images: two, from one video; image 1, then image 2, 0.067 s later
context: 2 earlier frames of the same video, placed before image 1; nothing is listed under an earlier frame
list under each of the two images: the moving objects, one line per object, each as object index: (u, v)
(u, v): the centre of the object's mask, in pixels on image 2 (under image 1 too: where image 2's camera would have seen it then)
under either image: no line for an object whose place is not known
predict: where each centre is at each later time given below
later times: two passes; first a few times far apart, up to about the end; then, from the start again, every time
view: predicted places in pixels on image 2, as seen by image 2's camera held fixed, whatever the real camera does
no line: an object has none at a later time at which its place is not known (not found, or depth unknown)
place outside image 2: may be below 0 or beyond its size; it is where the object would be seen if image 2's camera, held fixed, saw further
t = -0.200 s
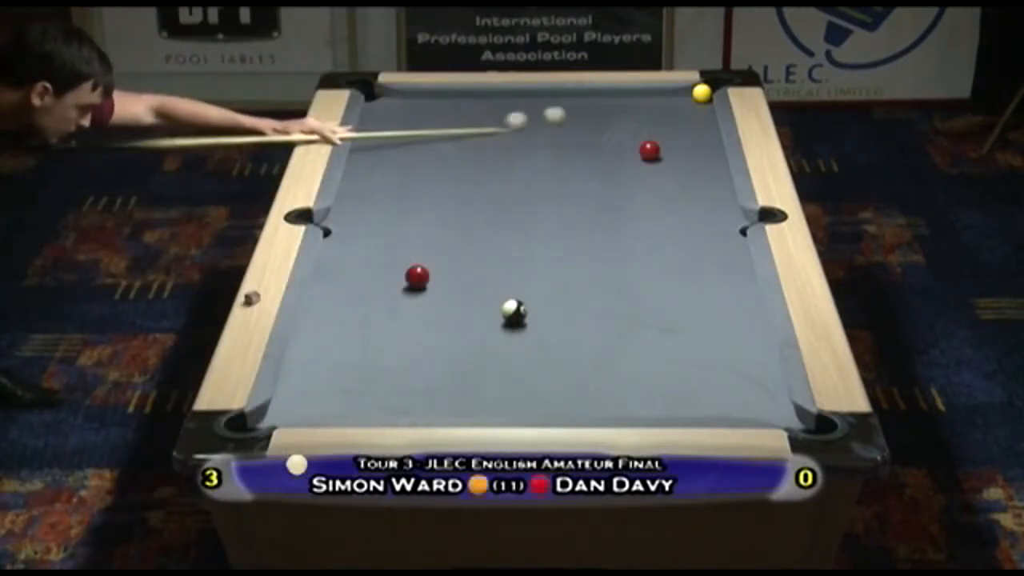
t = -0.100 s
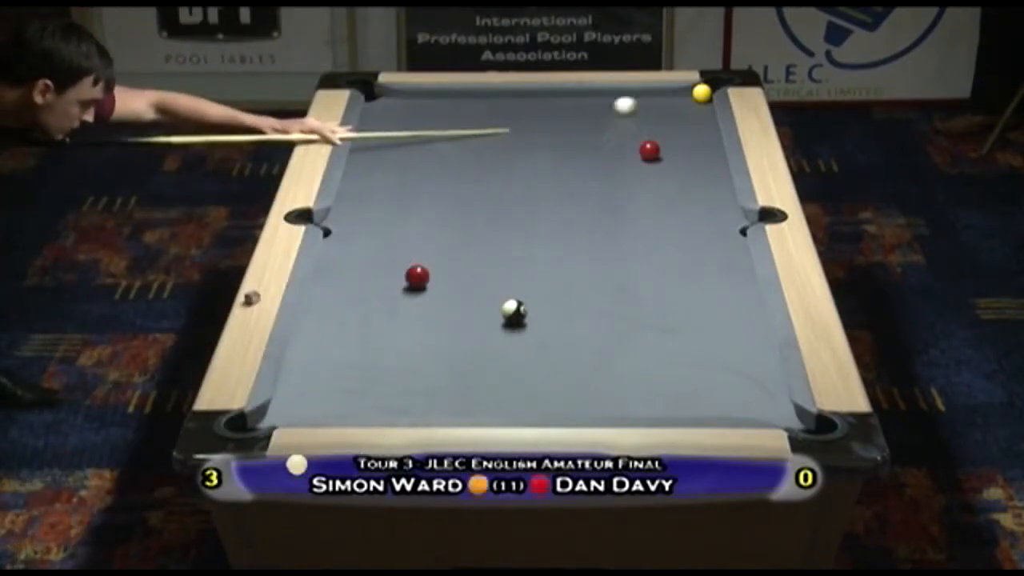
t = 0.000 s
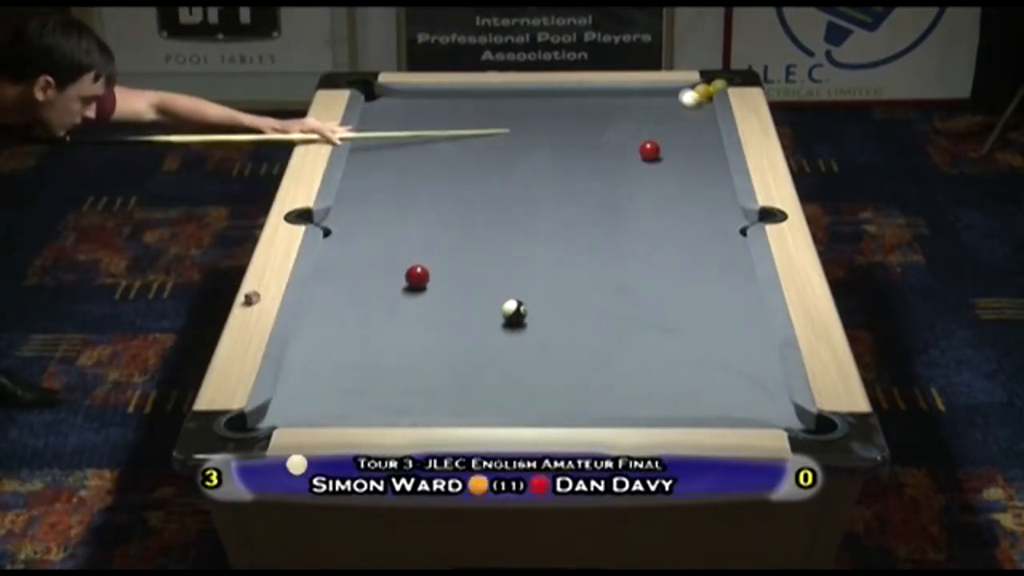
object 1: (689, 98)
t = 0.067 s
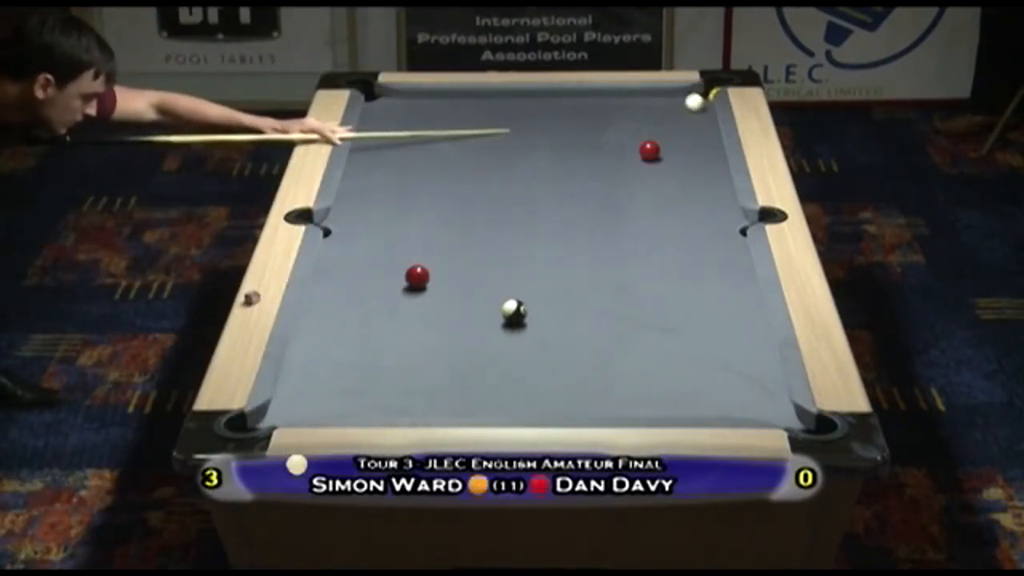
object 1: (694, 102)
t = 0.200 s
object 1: (703, 110)
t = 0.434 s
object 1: (704, 124)
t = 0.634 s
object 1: (702, 136)
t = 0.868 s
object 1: (699, 149)
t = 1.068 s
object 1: (696, 161)
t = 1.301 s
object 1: (693, 175)
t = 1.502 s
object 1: (690, 185)
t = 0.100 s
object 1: (696, 105)
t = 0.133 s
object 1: (699, 106)
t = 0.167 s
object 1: (700, 108)
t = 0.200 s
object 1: (703, 110)
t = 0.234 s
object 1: (705, 112)
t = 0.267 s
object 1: (706, 114)
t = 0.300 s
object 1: (706, 116)
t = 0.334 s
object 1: (705, 118)
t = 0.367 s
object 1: (705, 120)
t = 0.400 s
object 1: (705, 122)
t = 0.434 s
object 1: (704, 124)
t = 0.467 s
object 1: (704, 126)
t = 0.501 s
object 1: (703, 128)
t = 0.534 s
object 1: (703, 130)
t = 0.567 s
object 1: (703, 132)
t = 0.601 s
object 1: (702, 134)
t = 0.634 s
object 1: (702, 136)
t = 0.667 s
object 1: (701, 138)
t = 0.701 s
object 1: (701, 139)
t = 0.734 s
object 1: (700, 142)
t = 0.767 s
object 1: (700, 144)
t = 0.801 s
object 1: (699, 146)
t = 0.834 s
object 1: (699, 147)
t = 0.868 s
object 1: (699, 149)
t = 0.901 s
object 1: (698, 151)
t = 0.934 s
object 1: (698, 153)
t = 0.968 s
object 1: (697, 155)
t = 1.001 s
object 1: (697, 157)
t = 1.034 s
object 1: (697, 159)
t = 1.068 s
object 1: (696, 161)
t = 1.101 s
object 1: (696, 163)
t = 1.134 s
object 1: (695, 165)
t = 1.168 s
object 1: (695, 167)
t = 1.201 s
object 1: (695, 169)
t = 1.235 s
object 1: (694, 171)
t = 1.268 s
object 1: (694, 173)
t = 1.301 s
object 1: (693, 175)
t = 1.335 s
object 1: (693, 177)
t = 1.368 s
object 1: (693, 178)
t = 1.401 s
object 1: (692, 180)
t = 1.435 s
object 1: (692, 182)
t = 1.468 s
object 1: (691, 184)
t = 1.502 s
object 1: (690, 185)
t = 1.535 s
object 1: (690, 187)
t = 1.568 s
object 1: (690, 189)
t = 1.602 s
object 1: (690, 191)
